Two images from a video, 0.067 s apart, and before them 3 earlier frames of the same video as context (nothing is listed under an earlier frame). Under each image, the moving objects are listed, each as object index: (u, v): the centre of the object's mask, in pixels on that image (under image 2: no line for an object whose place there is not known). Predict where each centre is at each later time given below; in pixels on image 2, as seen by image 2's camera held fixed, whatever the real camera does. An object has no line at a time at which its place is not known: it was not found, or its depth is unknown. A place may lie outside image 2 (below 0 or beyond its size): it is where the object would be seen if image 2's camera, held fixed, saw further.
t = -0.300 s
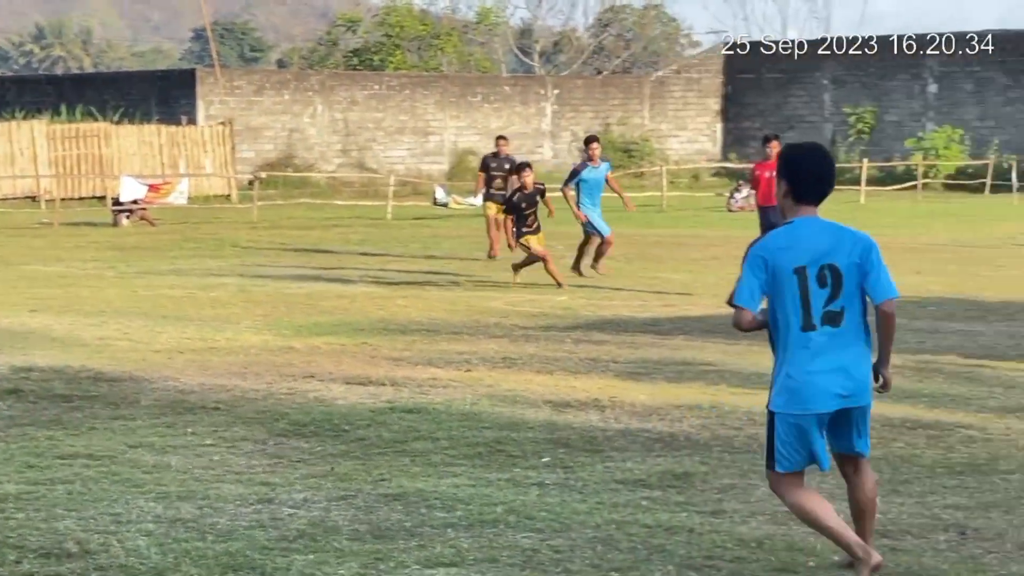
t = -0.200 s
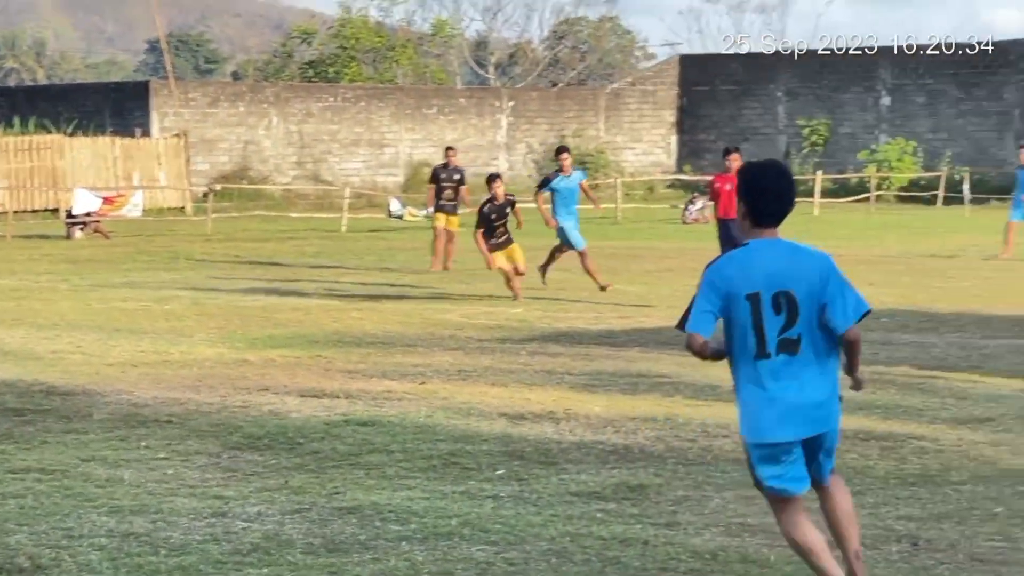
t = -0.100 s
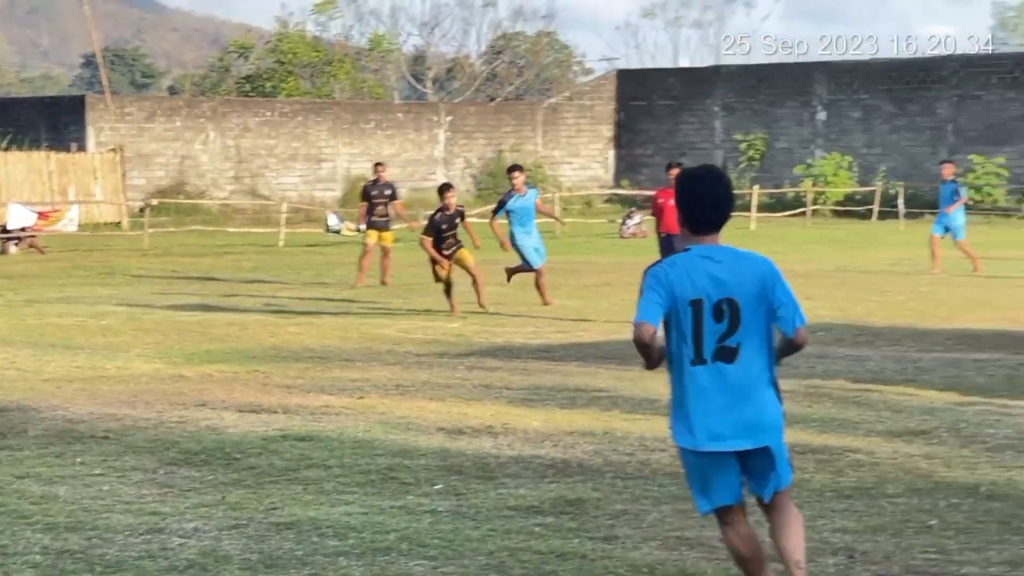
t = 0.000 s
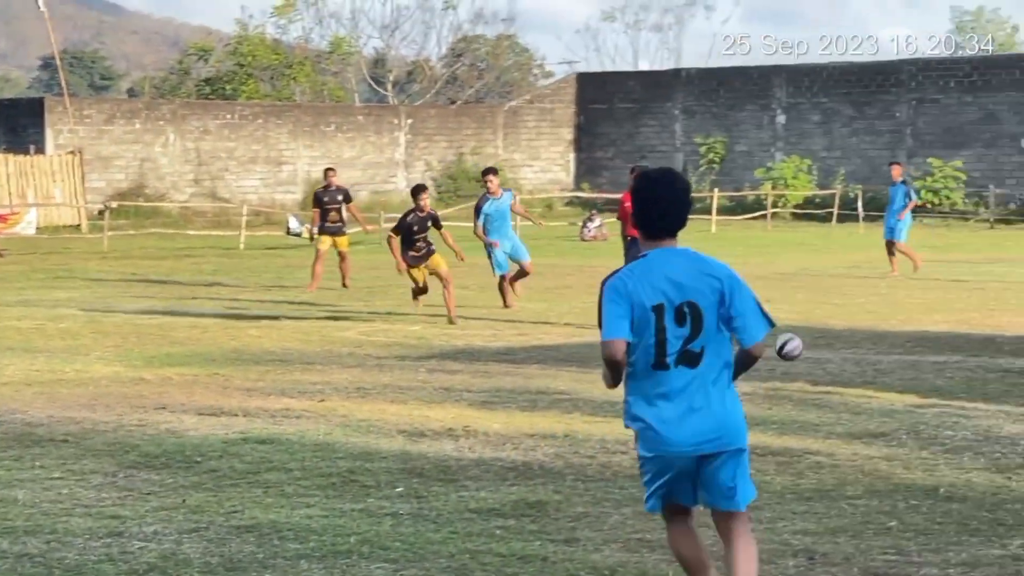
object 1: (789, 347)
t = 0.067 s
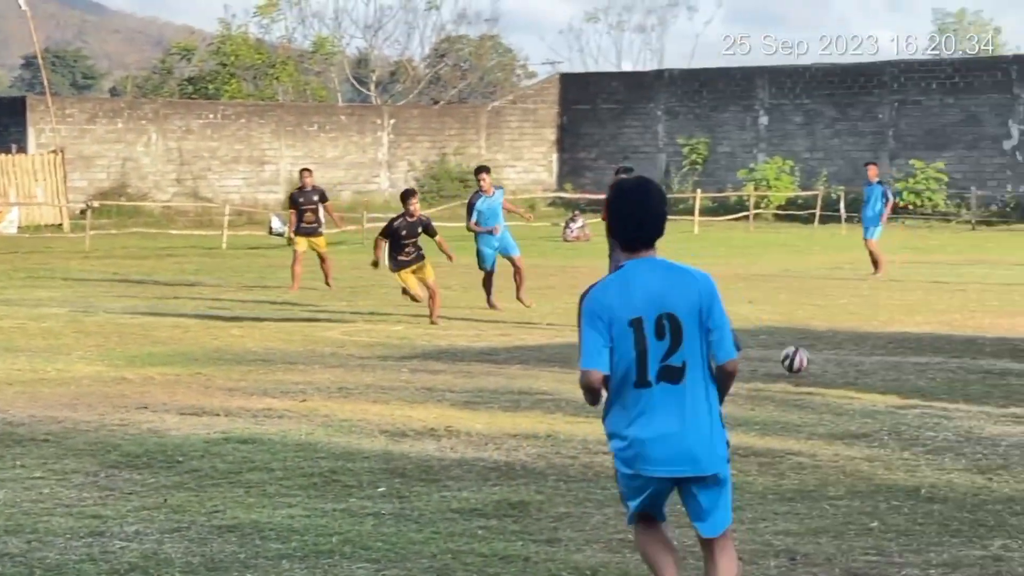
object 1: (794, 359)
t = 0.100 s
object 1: (805, 366)
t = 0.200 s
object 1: (836, 353)
